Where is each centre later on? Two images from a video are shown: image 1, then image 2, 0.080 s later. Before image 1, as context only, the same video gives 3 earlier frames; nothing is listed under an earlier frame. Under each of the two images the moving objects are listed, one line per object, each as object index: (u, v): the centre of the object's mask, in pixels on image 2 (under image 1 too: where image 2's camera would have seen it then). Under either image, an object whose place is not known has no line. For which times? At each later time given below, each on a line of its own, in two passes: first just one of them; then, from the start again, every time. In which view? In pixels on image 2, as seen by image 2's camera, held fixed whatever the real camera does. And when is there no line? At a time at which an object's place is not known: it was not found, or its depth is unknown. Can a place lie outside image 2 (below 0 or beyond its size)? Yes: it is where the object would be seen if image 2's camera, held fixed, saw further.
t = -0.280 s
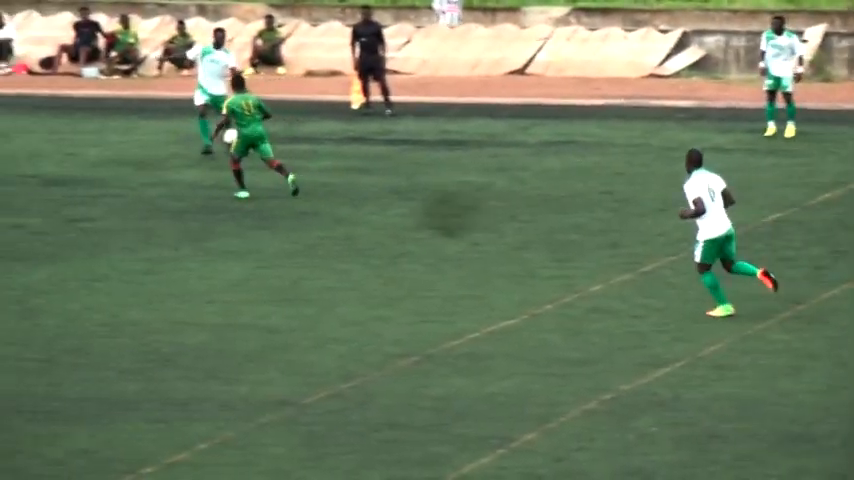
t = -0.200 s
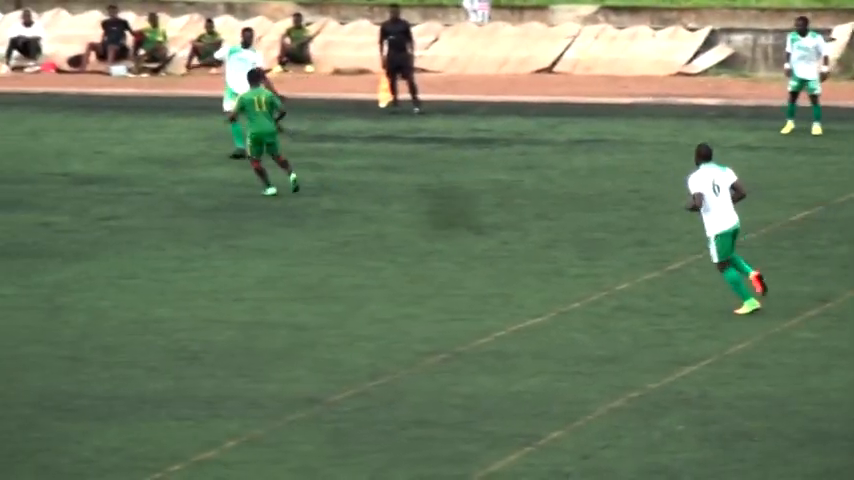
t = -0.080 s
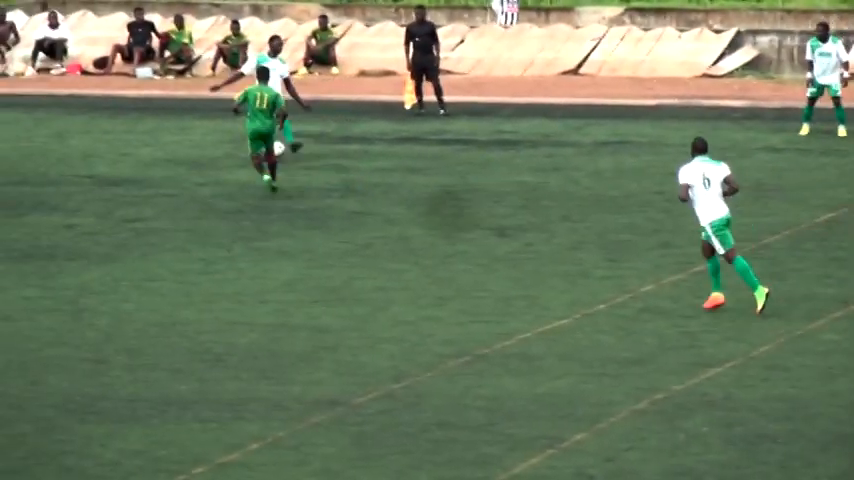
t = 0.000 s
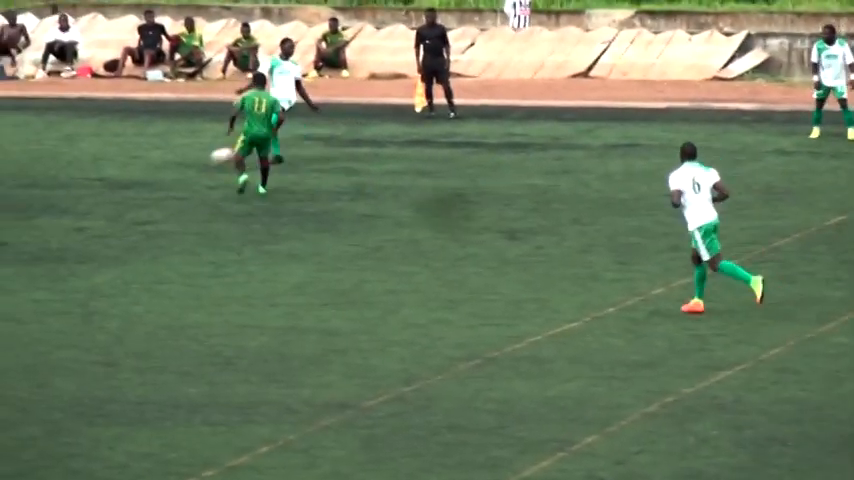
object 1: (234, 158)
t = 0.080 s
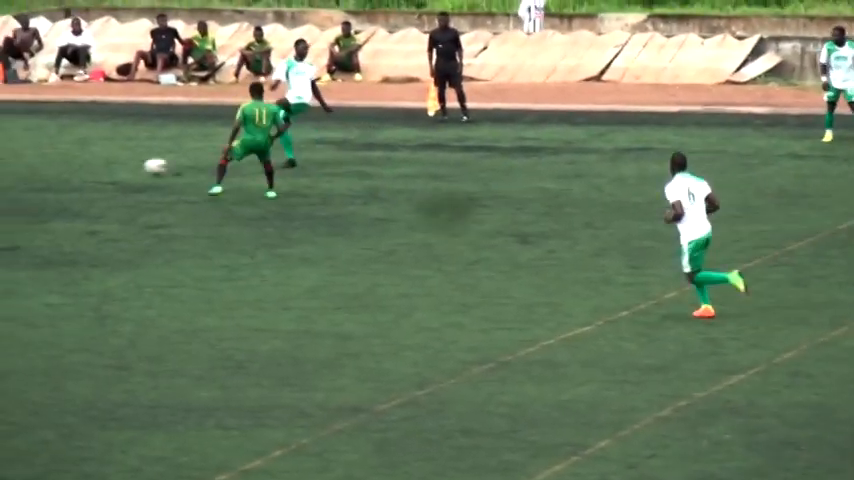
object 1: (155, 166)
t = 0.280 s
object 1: (-29, 173)
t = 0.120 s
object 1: (119, 164)
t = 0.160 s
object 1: (82, 163)
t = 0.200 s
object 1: (46, 165)
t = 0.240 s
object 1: (9, 168)
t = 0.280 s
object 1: (-29, 173)
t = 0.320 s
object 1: (-65, 179)
